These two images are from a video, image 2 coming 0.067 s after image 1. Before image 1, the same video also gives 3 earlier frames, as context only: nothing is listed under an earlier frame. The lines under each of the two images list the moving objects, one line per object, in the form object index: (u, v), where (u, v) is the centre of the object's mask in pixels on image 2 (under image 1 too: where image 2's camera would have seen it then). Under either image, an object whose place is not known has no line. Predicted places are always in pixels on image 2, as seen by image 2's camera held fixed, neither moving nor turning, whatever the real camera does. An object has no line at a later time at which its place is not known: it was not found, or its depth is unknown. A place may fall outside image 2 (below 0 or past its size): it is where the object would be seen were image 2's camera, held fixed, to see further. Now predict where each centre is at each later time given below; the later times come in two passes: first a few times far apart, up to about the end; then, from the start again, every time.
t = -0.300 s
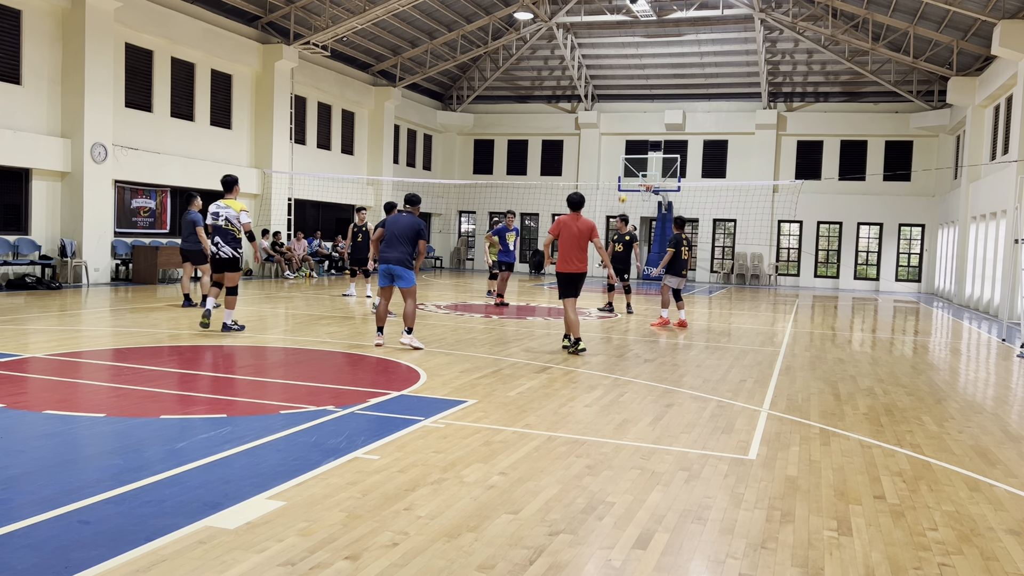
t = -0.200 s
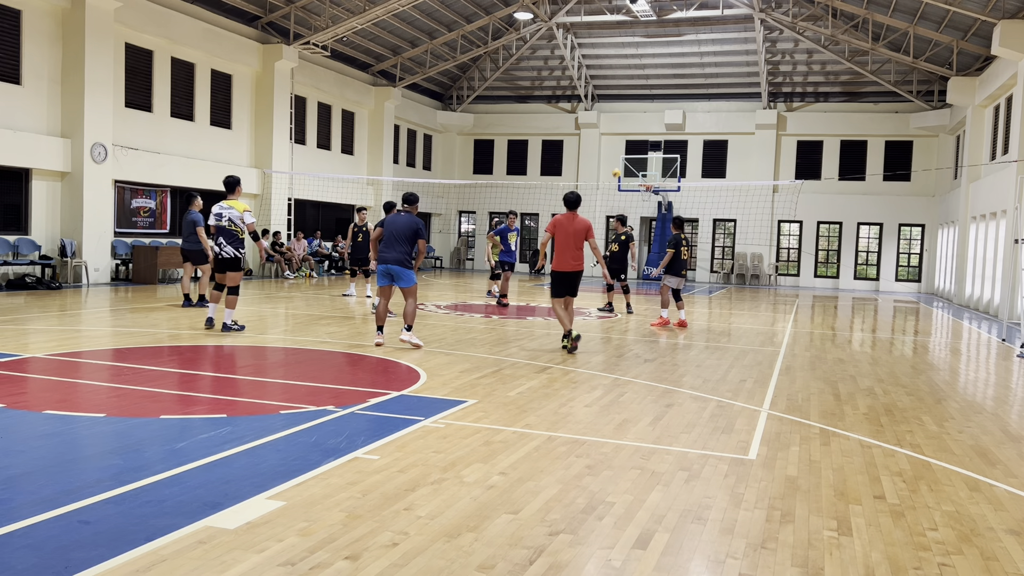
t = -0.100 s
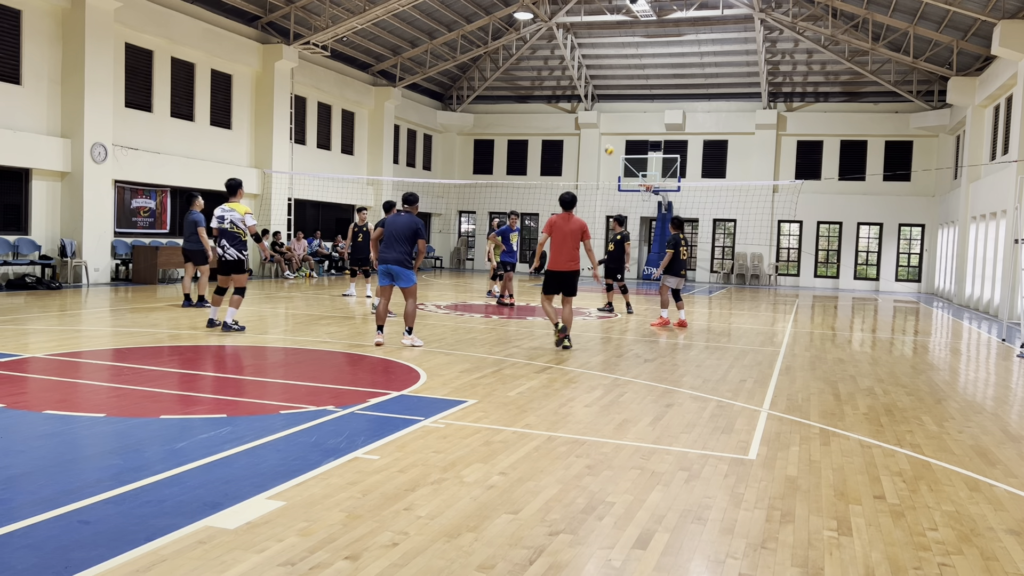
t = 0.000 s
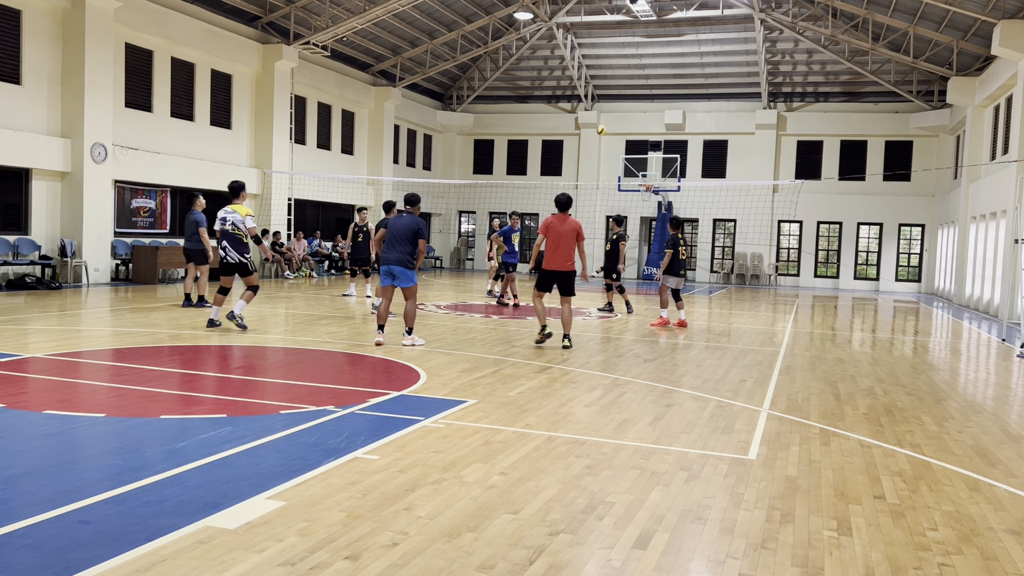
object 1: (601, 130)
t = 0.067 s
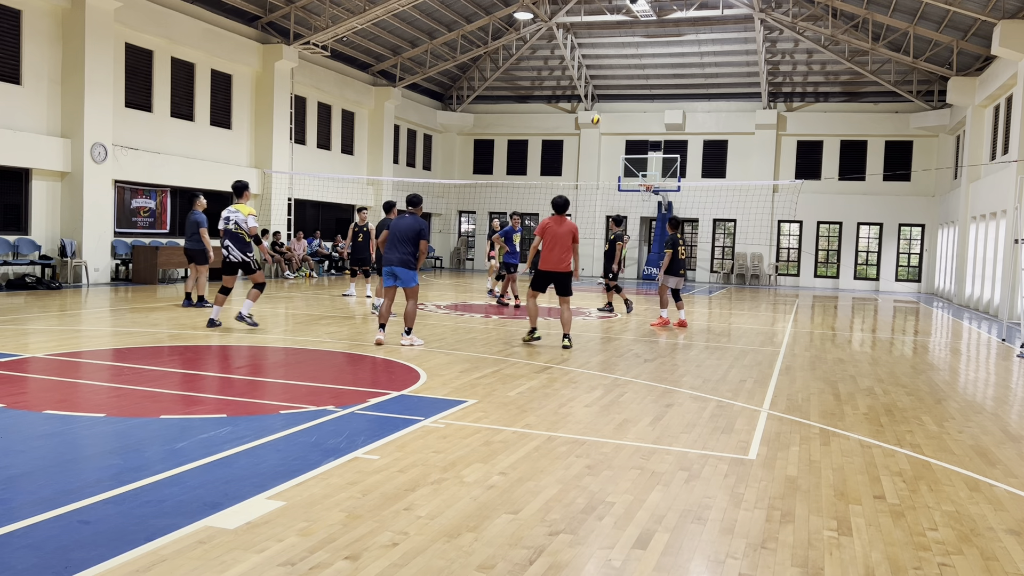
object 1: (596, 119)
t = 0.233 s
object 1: (581, 100)
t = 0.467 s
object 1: (556, 95)
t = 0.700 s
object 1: (526, 122)
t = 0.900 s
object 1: (494, 181)
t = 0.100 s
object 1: (592, 114)
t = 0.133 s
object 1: (590, 110)
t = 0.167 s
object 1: (586, 106)
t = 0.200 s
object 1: (584, 103)
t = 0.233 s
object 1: (581, 100)
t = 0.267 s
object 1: (578, 97)
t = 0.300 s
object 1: (574, 96)
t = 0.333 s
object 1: (571, 94)
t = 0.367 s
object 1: (567, 93)
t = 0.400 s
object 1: (564, 93)
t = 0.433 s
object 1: (560, 94)
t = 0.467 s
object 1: (556, 95)
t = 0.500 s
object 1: (552, 97)
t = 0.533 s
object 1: (548, 99)
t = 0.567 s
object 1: (544, 102)
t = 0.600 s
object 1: (539, 105)
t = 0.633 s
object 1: (535, 110)
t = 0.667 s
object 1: (531, 116)
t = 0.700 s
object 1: (526, 122)
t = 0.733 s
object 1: (521, 129)
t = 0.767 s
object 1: (515, 138)
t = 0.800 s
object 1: (511, 148)
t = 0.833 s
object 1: (505, 158)
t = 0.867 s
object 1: (500, 169)
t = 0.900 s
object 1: (494, 181)
